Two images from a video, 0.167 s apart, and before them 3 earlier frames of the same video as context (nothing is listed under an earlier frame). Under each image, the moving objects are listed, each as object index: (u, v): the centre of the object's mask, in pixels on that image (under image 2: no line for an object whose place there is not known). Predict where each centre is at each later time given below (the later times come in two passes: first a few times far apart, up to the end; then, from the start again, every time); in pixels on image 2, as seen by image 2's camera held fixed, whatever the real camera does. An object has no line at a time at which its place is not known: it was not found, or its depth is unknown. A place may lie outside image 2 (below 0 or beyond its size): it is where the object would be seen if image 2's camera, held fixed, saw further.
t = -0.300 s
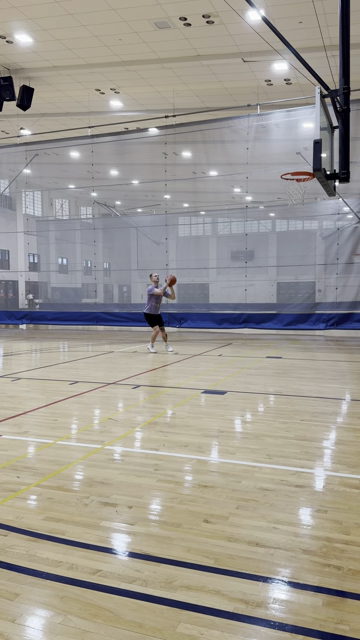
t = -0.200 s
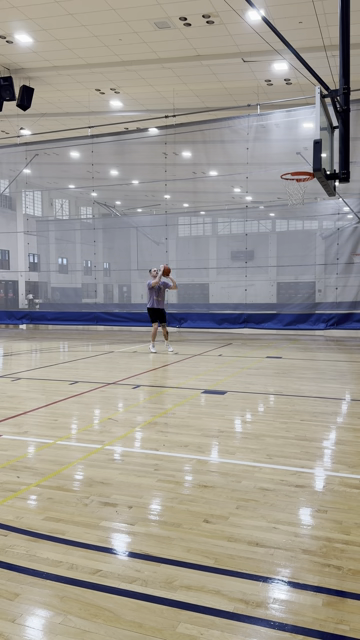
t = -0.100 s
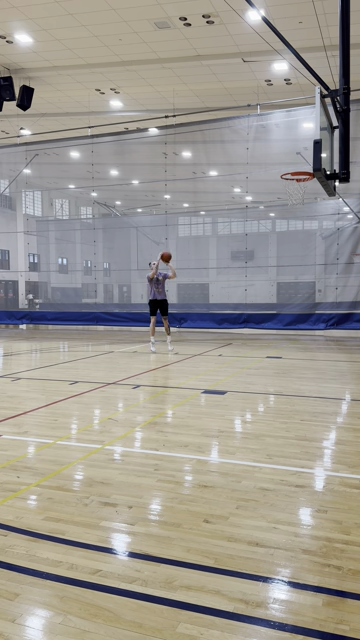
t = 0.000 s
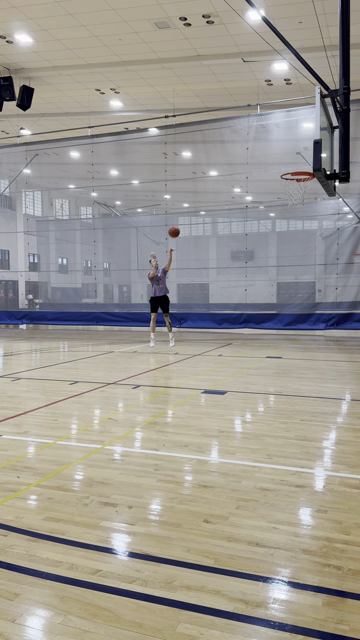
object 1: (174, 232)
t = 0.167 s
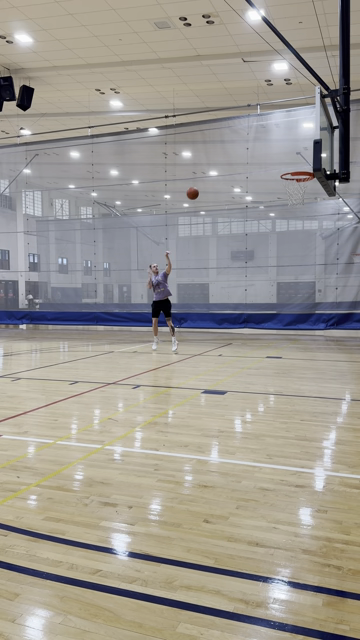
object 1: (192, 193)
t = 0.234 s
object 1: (200, 181)
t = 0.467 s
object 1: (231, 151)
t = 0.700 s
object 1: (267, 151)
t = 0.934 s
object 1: (302, 188)
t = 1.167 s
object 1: (314, 242)
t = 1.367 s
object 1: (322, 309)
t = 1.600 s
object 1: (326, 332)
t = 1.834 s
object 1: (323, 288)
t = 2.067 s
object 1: (319, 276)
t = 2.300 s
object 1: (316, 292)
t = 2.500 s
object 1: (313, 327)
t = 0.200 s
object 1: (196, 187)
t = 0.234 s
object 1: (200, 181)
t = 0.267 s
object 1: (204, 175)
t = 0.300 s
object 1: (208, 169)
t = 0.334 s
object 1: (213, 165)
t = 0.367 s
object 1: (217, 161)
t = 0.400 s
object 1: (222, 157)
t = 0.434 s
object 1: (226, 154)
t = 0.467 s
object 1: (231, 151)
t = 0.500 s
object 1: (236, 149)
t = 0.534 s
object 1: (241, 148)
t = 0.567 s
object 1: (246, 147)
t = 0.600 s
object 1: (251, 147)
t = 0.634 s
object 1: (256, 148)
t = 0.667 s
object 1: (261, 149)
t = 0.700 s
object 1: (267, 151)
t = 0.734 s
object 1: (272, 154)
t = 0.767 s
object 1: (278, 157)
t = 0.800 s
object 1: (283, 162)
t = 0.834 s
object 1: (289, 166)
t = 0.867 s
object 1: (295, 171)
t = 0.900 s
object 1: (300, 181)
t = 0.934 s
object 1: (302, 188)
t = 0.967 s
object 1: (305, 195)
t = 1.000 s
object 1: (306, 201)
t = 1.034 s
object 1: (308, 208)
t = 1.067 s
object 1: (309, 216)
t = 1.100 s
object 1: (311, 224)
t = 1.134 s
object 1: (312, 233)
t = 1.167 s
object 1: (314, 242)
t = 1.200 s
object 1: (315, 252)
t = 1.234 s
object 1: (316, 263)
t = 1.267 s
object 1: (318, 273)
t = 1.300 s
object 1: (319, 285)
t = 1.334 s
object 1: (321, 297)
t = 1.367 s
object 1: (322, 309)
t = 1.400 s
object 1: (323, 322)
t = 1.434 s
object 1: (325, 336)
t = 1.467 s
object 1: (326, 350)
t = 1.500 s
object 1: (327, 362)
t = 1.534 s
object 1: (327, 351)
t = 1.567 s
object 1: (326, 341)
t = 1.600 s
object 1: (326, 332)
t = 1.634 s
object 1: (325, 324)
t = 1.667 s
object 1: (325, 316)
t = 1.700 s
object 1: (324, 309)
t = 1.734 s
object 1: (324, 303)
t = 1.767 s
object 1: (323, 297)
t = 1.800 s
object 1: (323, 292)
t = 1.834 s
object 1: (323, 288)
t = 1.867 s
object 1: (322, 284)
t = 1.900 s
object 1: (322, 281)
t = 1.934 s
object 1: (321, 279)
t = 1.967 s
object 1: (321, 277)
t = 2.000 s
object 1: (320, 276)
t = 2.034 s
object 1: (320, 275)
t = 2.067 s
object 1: (319, 276)
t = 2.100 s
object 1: (319, 276)
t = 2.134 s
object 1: (319, 278)
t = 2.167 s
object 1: (318, 280)
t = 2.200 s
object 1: (317, 282)
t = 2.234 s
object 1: (317, 285)
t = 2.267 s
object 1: (317, 288)
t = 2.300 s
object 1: (316, 292)
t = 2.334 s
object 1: (315, 297)
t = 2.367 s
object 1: (315, 302)
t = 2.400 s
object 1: (315, 307)
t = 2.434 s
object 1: (314, 313)
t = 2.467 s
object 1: (314, 320)
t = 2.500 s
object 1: (313, 327)
